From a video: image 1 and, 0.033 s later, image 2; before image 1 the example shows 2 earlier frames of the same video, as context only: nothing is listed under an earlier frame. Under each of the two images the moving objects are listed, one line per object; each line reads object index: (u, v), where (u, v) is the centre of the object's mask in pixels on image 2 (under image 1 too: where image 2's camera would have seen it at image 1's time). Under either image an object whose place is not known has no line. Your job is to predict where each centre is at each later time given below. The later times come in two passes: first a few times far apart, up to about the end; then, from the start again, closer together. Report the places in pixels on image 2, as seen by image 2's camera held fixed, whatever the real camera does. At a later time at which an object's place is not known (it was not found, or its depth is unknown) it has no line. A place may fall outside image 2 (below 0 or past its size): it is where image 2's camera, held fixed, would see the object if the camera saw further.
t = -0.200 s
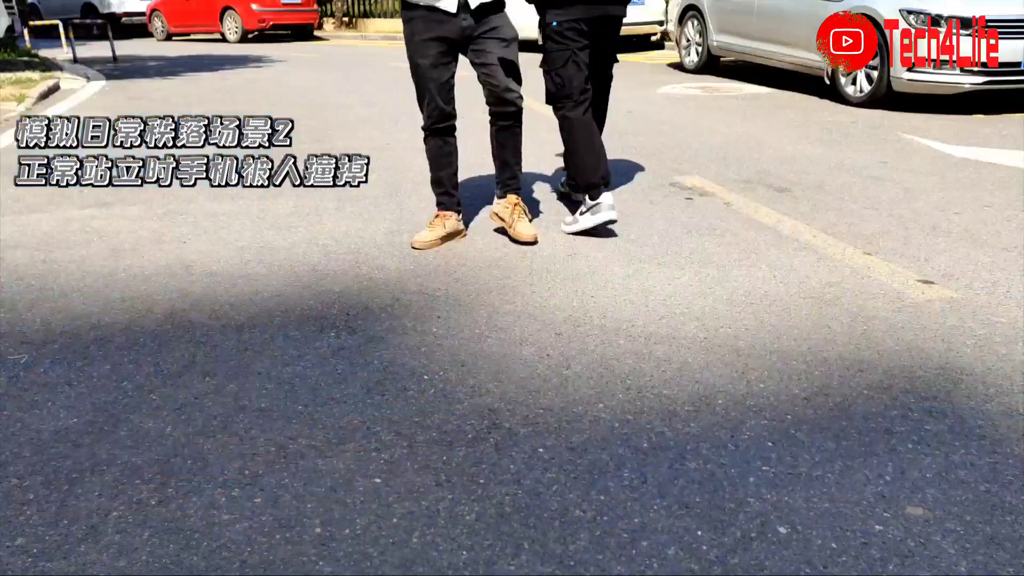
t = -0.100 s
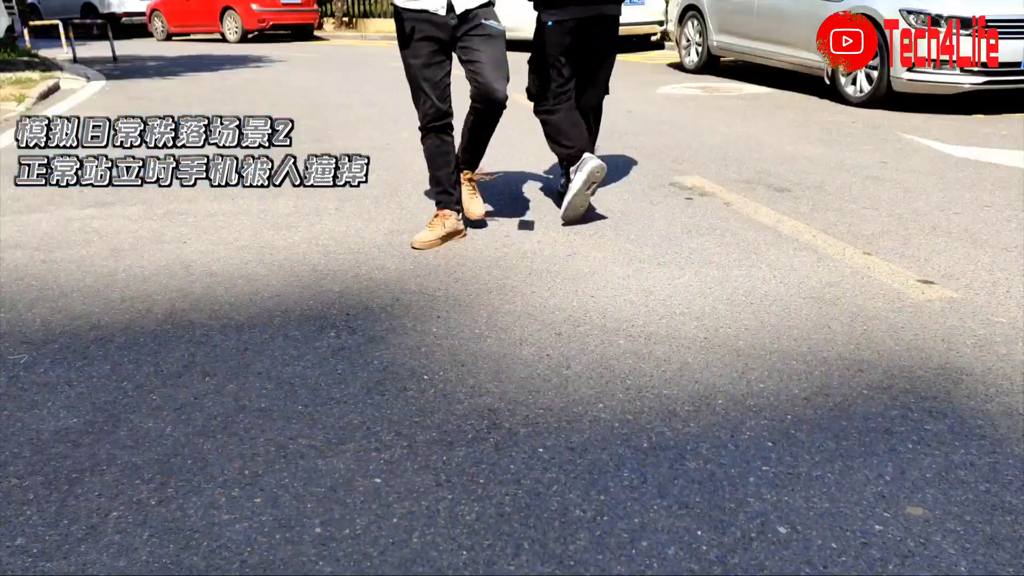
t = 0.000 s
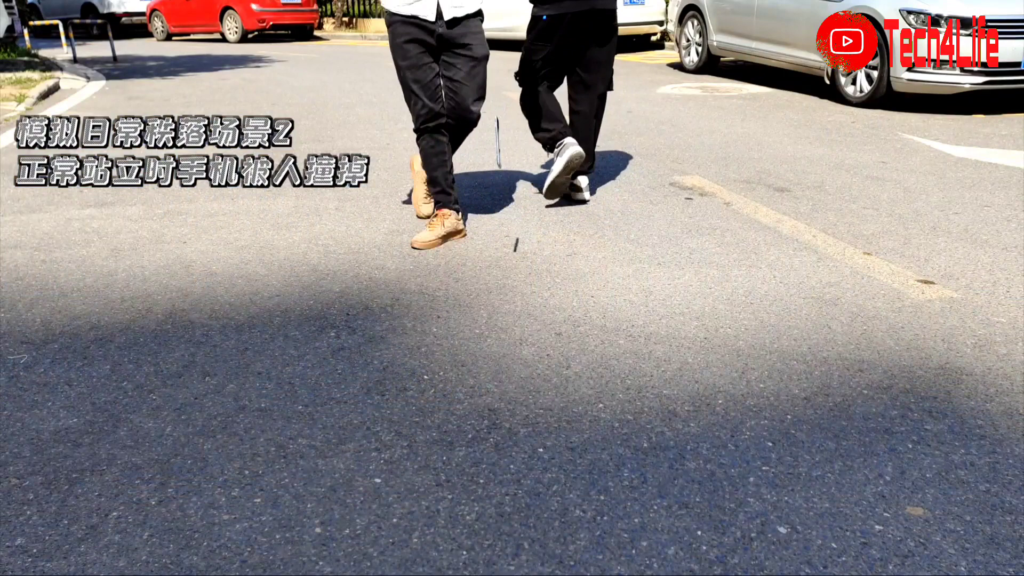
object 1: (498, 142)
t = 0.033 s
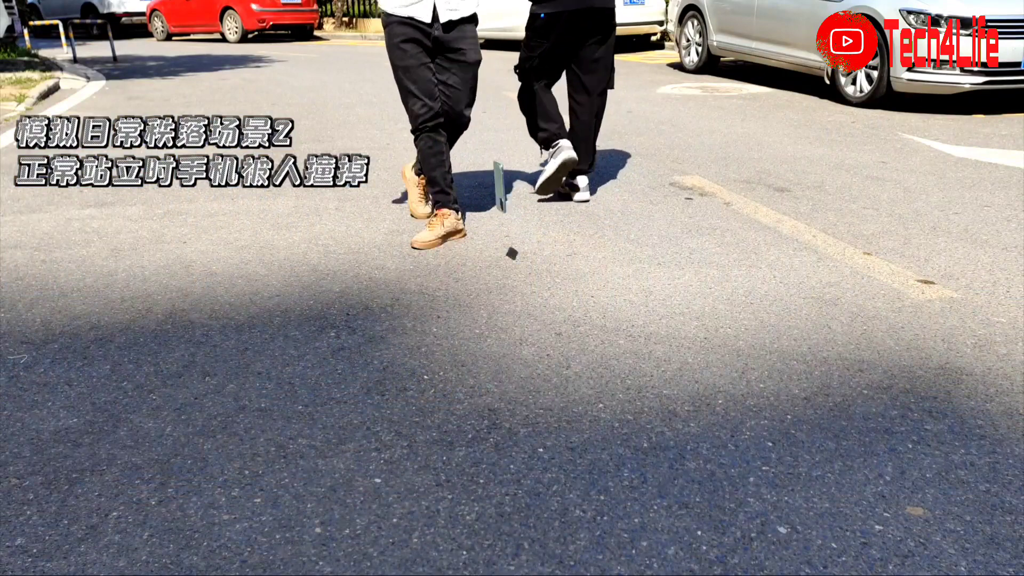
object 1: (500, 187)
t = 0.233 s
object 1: (437, 284)
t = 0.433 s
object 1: (354, 321)
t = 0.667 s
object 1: (282, 355)
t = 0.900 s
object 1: (232, 377)
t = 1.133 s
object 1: (208, 388)
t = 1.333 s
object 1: (205, 389)
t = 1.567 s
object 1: (205, 389)
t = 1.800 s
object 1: (205, 389)
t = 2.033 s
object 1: (205, 389)
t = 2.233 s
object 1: (205, 389)
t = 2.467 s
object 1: (205, 389)
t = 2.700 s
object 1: (205, 389)
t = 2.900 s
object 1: (205, 389)
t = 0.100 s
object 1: (494, 255)
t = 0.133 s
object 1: (482, 267)
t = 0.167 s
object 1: (467, 270)
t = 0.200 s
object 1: (452, 276)
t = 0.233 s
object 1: (437, 284)
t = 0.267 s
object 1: (422, 288)
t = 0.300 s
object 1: (409, 292)
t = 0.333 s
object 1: (397, 300)
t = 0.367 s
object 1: (381, 307)
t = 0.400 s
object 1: (370, 315)
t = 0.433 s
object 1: (354, 321)
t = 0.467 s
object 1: (344, 329)
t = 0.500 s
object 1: (333, 332)
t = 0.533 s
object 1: (321, 339)
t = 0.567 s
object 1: (311, 342)
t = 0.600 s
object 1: (301, 347)
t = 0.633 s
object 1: (292, 351)
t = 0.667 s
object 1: (282, 355)
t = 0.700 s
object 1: (273, 359)
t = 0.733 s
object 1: (265, 362)
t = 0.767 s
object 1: (257, 365)
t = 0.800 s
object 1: (249, 369)
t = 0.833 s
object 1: (243, 371)
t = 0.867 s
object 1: (237, 374)
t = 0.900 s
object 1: (232, 377)
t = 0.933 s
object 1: (226, 379)
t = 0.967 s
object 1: (222, 381)
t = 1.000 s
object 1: (218, 383)
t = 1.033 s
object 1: (215, 385)
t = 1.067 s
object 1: (212, 386)
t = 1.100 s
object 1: (210, 387)
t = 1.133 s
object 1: (208, 388)
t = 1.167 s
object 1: (206, 388)
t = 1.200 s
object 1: (205, 389)
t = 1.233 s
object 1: (205, 389)
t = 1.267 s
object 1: (205, 389)
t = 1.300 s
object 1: (205, 389)
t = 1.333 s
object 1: (205, 389)
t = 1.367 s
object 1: (205, 389)
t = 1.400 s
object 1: (205, 389)
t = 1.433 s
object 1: (205, 389)
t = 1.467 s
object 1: (205, 389)
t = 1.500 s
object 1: (205, 389)
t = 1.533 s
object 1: (205, 389)
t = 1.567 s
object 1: (205, 389)
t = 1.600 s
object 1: (205, 389)
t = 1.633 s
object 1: (205, 389)
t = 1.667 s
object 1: (205, 389)
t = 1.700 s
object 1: (205, 389)
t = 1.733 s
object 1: (205, 389)
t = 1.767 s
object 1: (205, 389)
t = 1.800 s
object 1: (205, 389)
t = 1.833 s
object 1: (205, 389)
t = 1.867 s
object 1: (205, 389)
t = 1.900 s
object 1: (205, 389)
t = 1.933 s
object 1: (205, 389)
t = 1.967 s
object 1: (205, 389)
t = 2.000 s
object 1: (205, 389)
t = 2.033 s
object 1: (205, 389)
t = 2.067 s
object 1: (205, 389)
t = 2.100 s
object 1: (205, 389)
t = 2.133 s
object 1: (205, 389)
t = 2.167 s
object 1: (205, 389)
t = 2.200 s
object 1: (205, 389)
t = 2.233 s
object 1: (205, 389)
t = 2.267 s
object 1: (205, 389)
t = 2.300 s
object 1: (205, 389)
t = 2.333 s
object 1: (205, 389)
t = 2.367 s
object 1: (205, 389)
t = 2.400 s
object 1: (205, 389)
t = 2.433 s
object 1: (205, 389)
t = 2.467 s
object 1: (205, 389)
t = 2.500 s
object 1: (205, 389)
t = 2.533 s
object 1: (205, 389)
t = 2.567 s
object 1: (205, 389)
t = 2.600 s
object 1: (205, 389)
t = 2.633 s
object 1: (205, 389)
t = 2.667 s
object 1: (205, 389)
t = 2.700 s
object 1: (205, 389)
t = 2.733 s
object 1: (205, 388)
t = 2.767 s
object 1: (205, 388)
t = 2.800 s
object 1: (205, 389)
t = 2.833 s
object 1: (205, 389)
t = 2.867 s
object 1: (205, 389)
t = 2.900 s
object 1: (205, 389)
